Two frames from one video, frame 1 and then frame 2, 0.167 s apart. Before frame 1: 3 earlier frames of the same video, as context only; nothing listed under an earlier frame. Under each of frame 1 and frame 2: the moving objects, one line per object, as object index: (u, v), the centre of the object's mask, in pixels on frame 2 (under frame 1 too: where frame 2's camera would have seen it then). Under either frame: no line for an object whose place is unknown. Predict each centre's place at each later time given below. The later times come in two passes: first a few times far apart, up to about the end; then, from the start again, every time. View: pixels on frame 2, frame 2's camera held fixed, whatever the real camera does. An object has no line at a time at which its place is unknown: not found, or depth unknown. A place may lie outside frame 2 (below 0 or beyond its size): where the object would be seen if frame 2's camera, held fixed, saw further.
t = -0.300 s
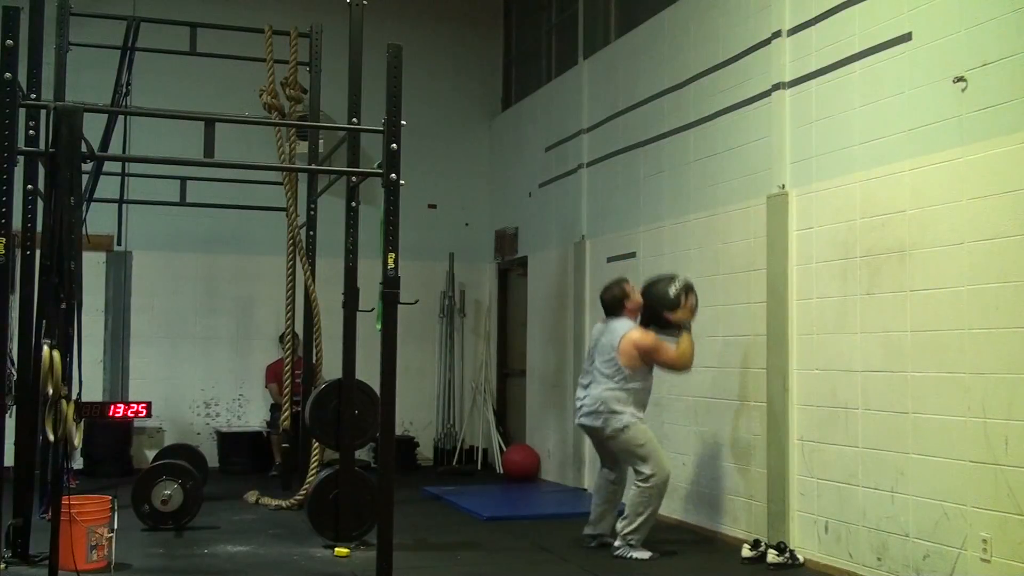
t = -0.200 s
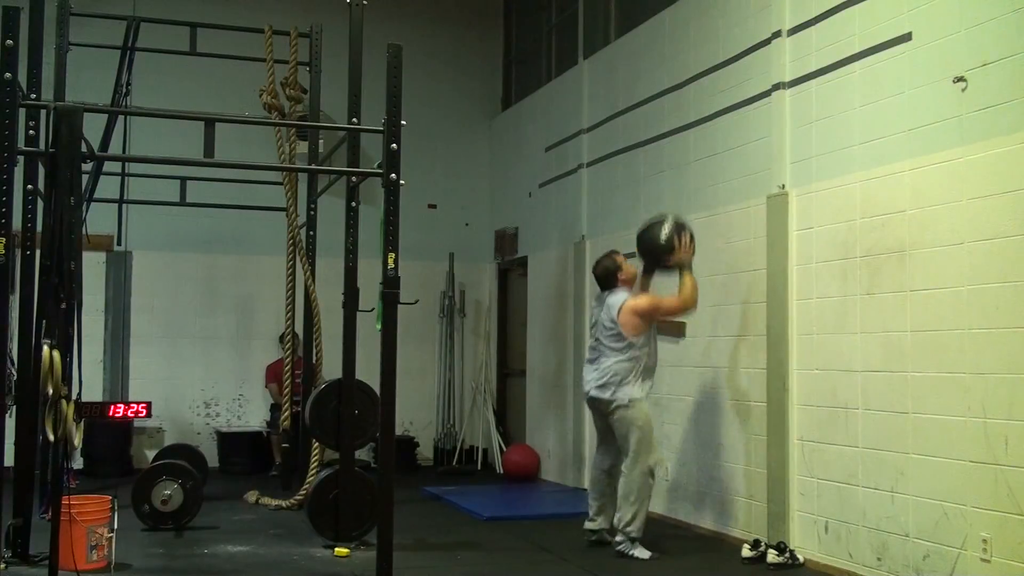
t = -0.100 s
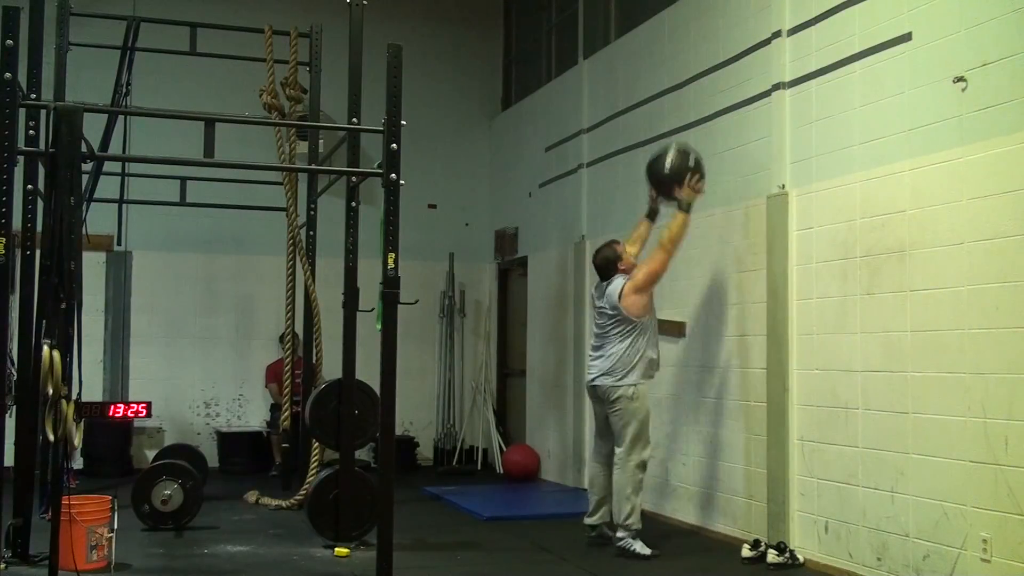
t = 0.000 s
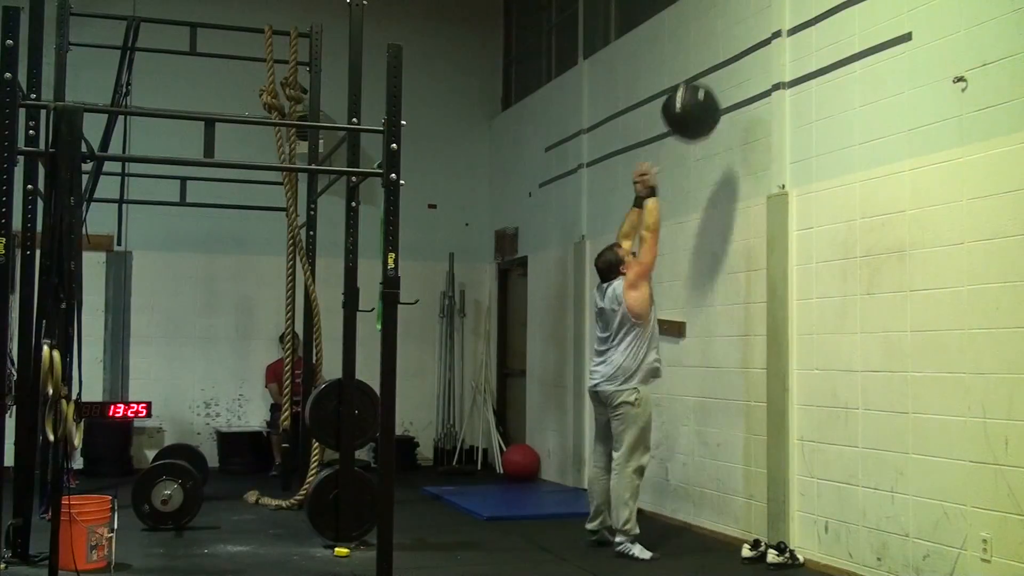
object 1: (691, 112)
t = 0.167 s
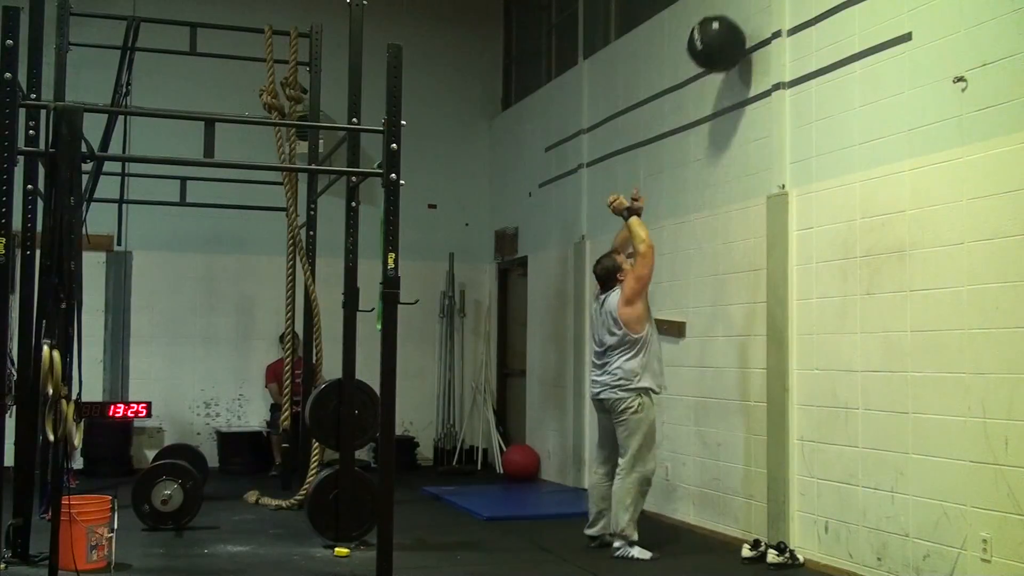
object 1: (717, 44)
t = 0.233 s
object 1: (727, 30)
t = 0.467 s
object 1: (707, 34)
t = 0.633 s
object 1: (688, 88)
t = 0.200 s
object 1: (723, 36)
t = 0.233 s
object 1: (727, 30)
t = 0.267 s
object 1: (729, 27)
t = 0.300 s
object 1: (726, 25)
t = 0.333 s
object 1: (722, 24)
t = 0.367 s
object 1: (718, 24)
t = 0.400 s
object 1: (714, 26)
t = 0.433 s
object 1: (710, 28)
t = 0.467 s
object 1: (707, 34)
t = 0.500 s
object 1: (703, 41)
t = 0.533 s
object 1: (699, 50)
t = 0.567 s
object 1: (696, 61)
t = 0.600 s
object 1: (692, 74)
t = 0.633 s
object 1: (688, 88)
